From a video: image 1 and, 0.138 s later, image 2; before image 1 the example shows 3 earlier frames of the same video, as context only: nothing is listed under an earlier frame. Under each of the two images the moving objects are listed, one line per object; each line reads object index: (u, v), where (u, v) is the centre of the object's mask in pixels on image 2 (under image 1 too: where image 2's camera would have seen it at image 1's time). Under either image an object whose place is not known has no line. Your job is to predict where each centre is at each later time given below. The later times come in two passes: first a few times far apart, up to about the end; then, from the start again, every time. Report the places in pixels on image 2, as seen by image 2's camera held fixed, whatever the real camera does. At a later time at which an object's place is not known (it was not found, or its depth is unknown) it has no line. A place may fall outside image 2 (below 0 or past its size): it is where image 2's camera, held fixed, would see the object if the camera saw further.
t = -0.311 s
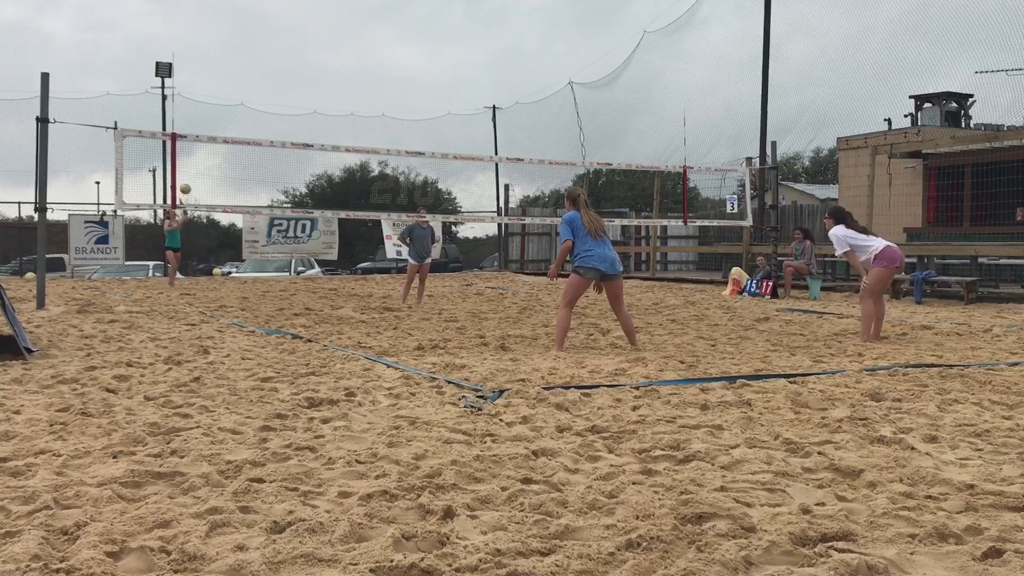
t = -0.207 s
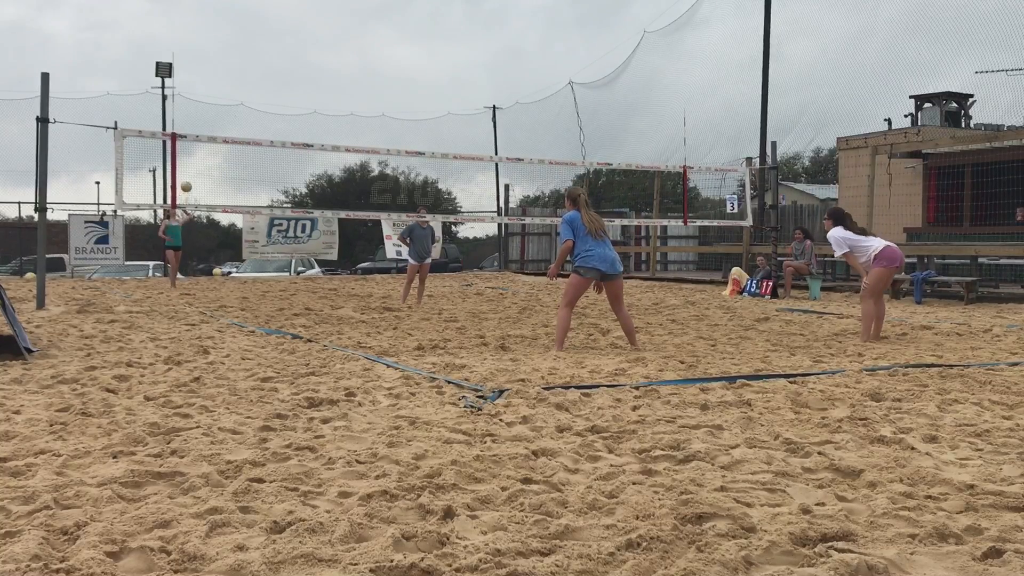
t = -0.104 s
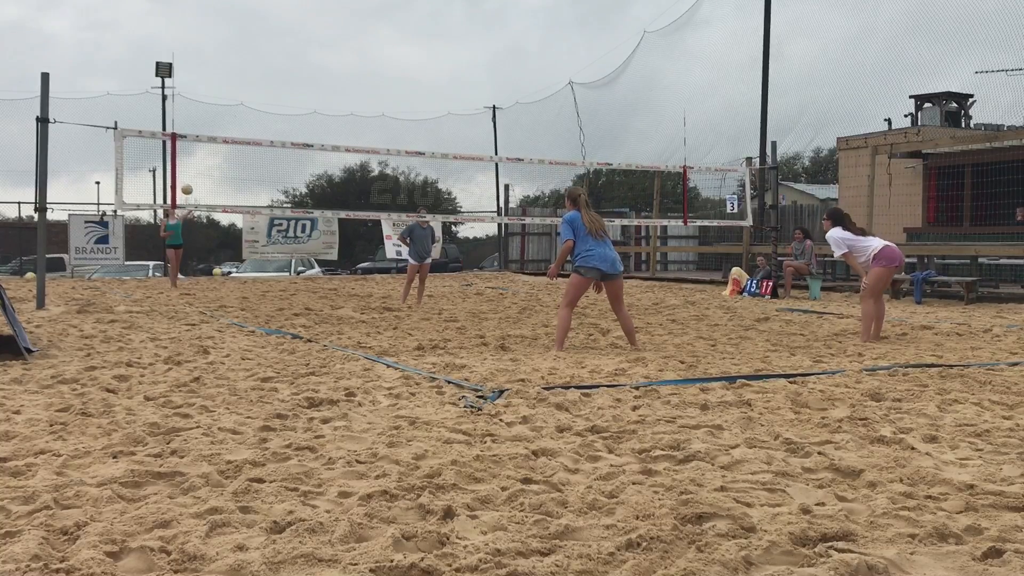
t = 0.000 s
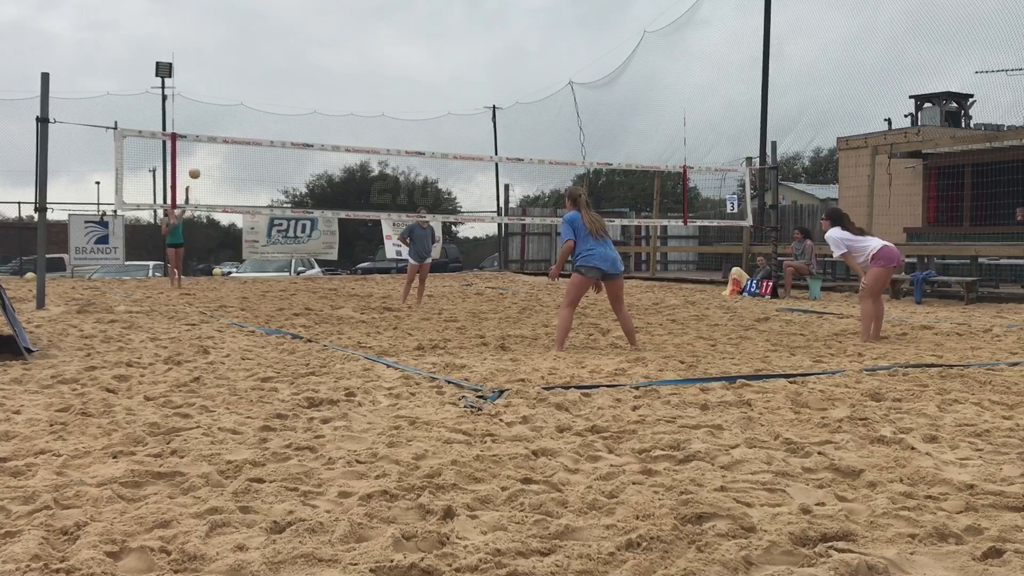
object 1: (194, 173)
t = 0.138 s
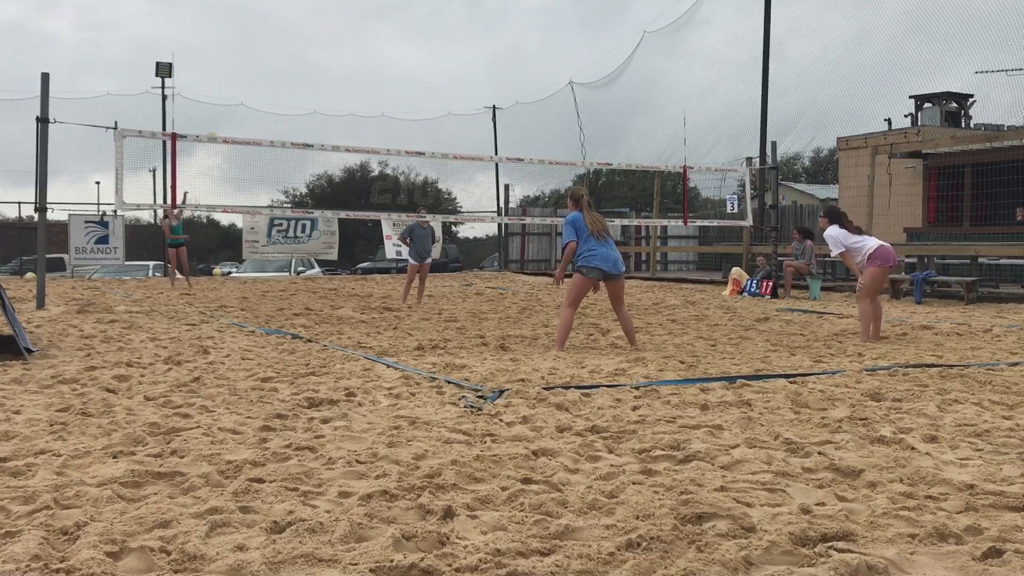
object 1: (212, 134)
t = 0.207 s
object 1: (220, 121)
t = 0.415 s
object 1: (249, 87)
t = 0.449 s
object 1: (255, 83)
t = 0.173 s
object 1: (216, 129)
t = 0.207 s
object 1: (220, 121)
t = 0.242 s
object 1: (224, 114)
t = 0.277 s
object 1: (229, 108)
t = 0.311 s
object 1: (234, 102)
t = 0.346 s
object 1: (239, 96)
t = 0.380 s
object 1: (244, 91)
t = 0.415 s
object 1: (249, 87)
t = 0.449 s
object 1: (255, 83)
